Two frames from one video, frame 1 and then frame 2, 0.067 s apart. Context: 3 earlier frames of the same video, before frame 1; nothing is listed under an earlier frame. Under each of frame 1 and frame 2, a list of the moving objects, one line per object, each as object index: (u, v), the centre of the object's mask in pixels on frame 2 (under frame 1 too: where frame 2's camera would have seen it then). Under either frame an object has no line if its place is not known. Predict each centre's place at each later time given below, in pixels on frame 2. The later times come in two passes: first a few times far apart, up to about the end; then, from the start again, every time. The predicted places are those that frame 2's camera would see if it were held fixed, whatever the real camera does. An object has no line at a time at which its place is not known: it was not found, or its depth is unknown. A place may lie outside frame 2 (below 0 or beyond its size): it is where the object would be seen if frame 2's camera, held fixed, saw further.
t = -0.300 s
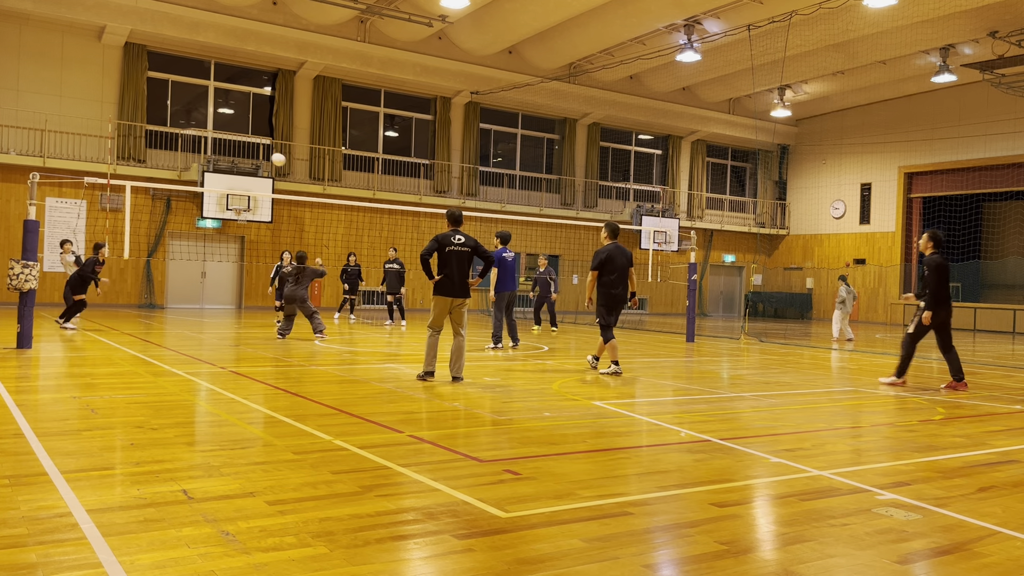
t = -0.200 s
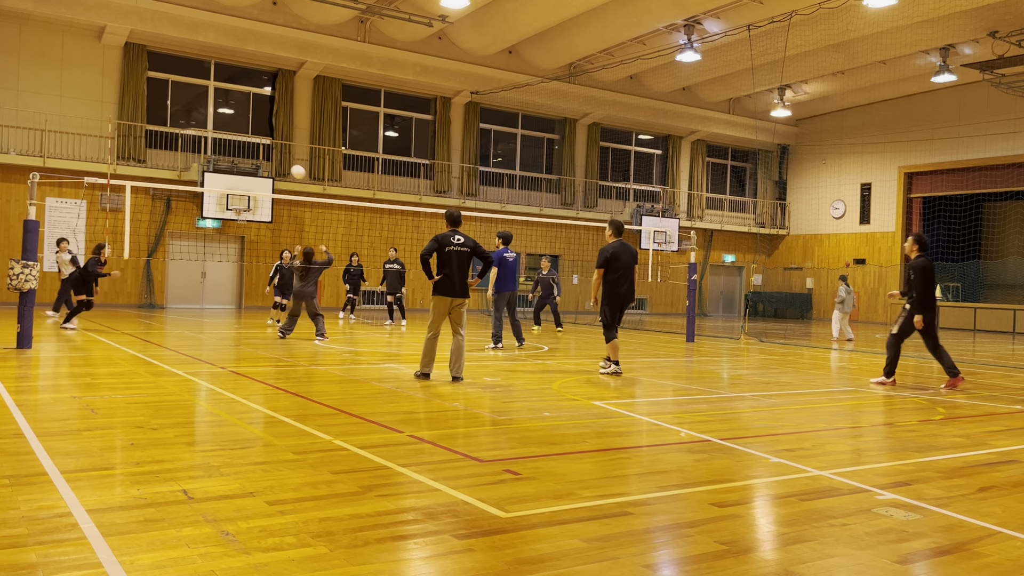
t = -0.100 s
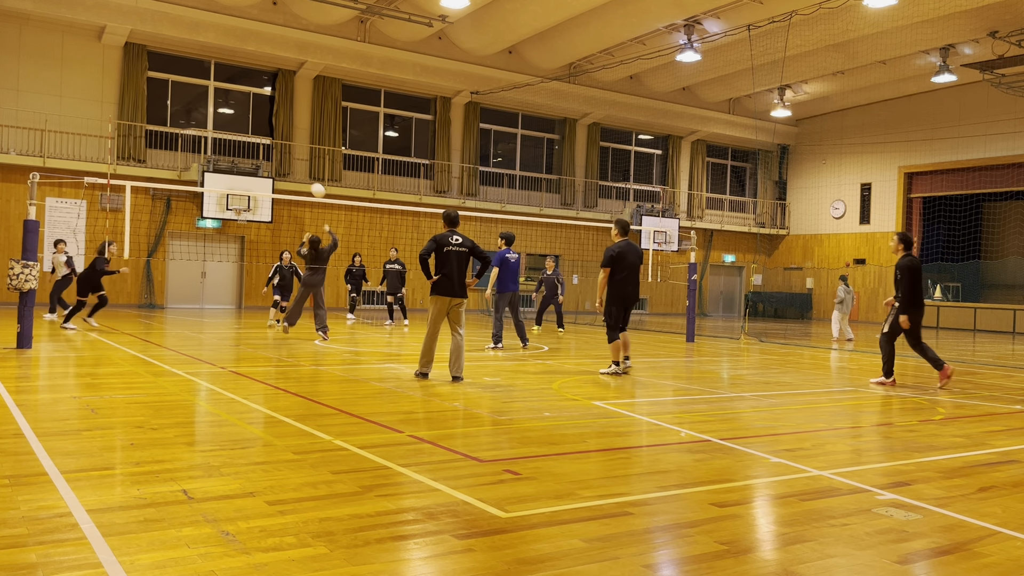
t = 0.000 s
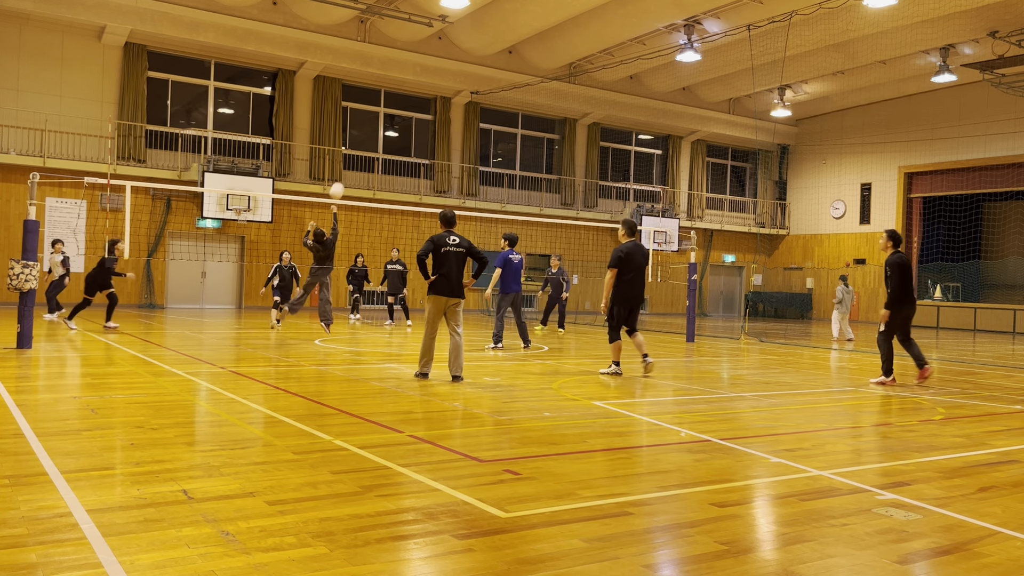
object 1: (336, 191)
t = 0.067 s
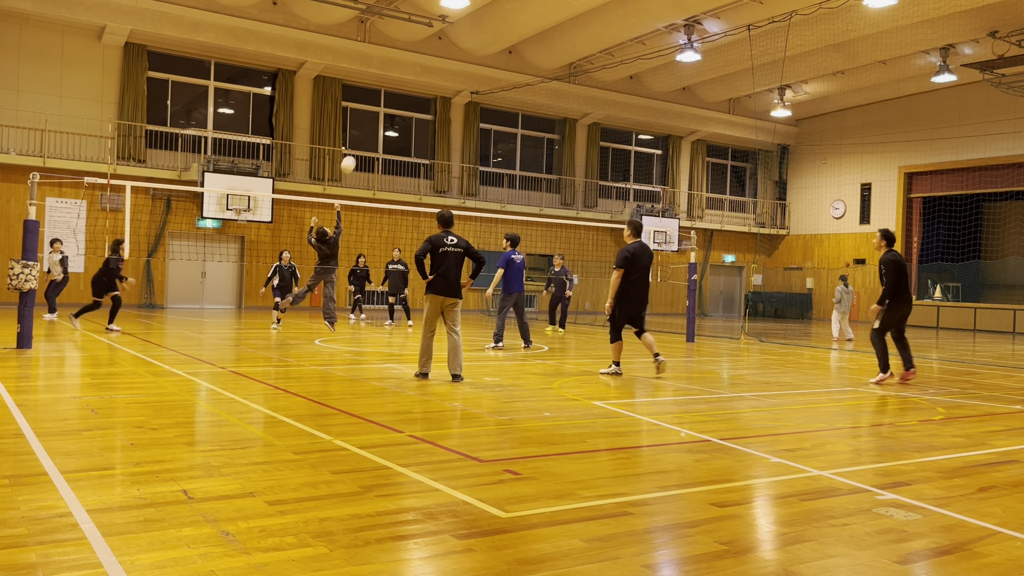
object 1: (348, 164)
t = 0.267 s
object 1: (383, 98)
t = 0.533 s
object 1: (434, 48)
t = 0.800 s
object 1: (488, 46)
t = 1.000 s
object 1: (531, 82)
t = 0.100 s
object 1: (354, 152)
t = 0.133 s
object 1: (359, 140)
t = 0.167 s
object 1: (365, 129)
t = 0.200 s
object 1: (371, 118)
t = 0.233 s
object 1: (377, 108)
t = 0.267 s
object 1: (383, 98)
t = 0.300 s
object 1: (389, 90)
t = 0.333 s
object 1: (395, 82)
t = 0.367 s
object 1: (401, 74)
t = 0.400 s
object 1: (408, 68)
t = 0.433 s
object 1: (414, 61)
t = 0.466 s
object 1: (421, 56)
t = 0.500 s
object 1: (427, 51)
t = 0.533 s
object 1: (434, 48)
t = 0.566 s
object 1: (440, 45)
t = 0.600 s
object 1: (447, 42)
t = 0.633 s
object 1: (453, 41)
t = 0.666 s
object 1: (460, 40)
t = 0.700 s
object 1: (467, 40)
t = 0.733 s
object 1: (474, 41)
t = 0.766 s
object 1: (480, 43)
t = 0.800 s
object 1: (488, 46)
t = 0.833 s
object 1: (494, 49)
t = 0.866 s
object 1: (501, 54)
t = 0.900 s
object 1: (509, 59)
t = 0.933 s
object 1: (516, 66)
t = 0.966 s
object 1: (523, 73)
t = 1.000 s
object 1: (531, 82)
